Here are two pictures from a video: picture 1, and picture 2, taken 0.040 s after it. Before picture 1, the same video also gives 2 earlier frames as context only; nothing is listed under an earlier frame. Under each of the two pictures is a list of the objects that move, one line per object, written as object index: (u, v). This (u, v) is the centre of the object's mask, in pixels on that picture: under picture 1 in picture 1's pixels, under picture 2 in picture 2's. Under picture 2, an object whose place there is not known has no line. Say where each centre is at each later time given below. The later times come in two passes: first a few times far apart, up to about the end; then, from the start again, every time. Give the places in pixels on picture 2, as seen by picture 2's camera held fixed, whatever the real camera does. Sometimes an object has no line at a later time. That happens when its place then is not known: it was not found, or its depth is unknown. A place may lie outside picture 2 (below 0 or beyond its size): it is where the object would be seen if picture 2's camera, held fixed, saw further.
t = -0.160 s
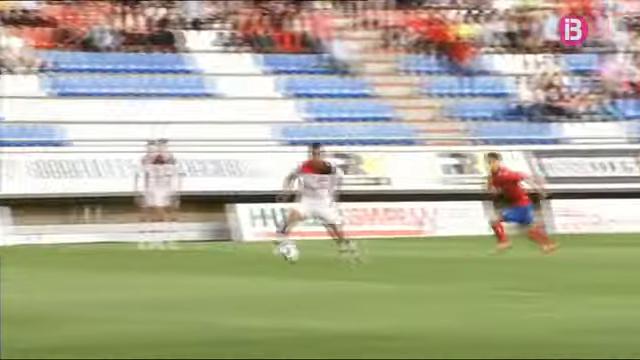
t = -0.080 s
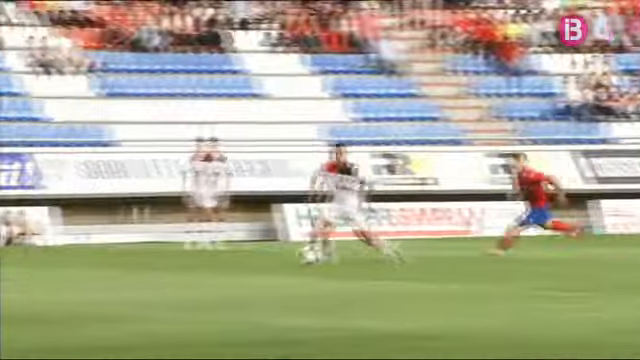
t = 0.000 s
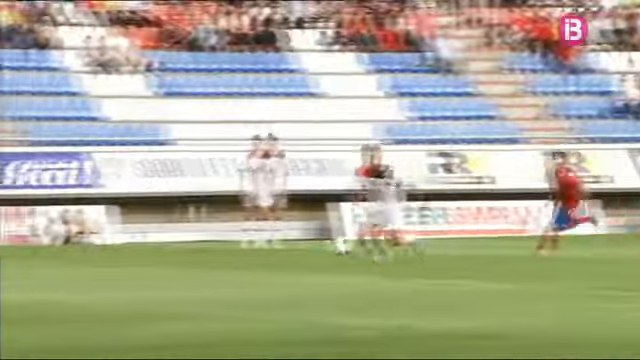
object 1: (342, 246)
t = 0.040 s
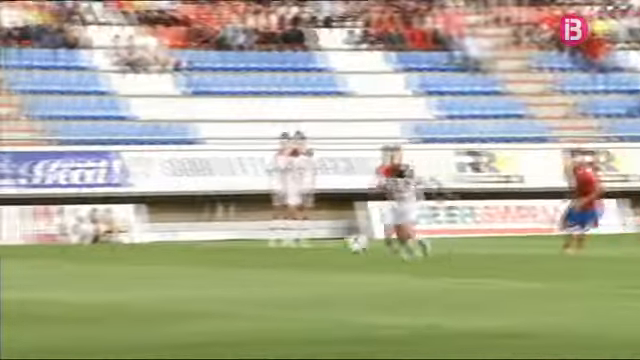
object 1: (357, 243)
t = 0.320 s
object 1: (268, 258)
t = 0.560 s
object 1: (197, 260)
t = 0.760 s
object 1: (136, 265)
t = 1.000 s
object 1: (64, 266)
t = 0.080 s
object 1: (343, 244)
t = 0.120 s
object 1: (330, 245)
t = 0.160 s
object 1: (318, 248)
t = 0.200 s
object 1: (305, 251)
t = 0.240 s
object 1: (293, 258)
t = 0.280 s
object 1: (281, 260)
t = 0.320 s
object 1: (268, 258)
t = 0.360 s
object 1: (257, 258)
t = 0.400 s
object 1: (244, 258)
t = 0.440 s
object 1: (232, 260)
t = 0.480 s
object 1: (220, 261)
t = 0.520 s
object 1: (208, 260)
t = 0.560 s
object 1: (197, 260)
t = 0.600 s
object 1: (184, 262)
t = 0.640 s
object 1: (172, 264)
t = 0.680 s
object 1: (160, 264)
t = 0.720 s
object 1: (148, 264)
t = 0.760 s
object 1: (136, 265)
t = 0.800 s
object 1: (124, 266)
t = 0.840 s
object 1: (111, 266)
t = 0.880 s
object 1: (100, 266)
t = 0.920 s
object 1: (88, 266)
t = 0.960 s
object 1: (76, 267)
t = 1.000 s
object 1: (64, 266)
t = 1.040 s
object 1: (53, 266)
